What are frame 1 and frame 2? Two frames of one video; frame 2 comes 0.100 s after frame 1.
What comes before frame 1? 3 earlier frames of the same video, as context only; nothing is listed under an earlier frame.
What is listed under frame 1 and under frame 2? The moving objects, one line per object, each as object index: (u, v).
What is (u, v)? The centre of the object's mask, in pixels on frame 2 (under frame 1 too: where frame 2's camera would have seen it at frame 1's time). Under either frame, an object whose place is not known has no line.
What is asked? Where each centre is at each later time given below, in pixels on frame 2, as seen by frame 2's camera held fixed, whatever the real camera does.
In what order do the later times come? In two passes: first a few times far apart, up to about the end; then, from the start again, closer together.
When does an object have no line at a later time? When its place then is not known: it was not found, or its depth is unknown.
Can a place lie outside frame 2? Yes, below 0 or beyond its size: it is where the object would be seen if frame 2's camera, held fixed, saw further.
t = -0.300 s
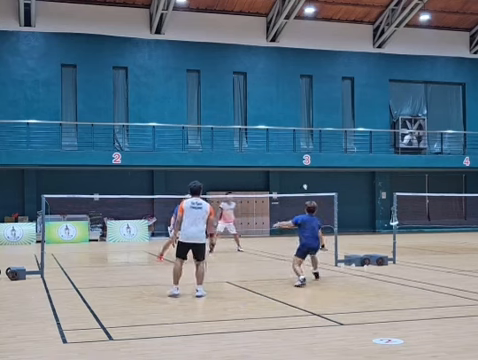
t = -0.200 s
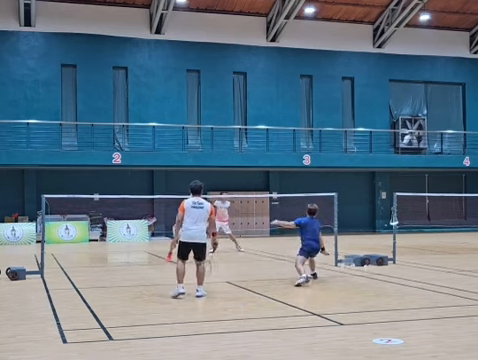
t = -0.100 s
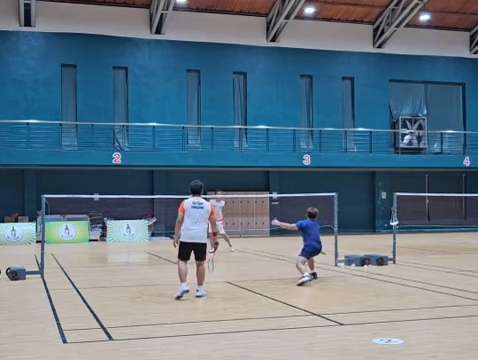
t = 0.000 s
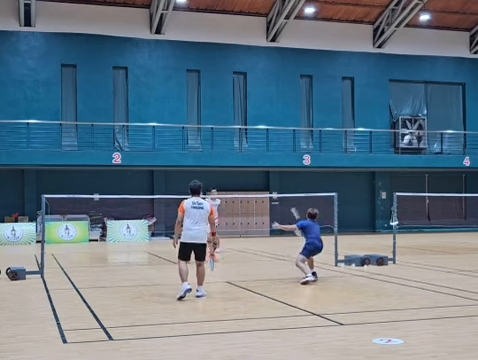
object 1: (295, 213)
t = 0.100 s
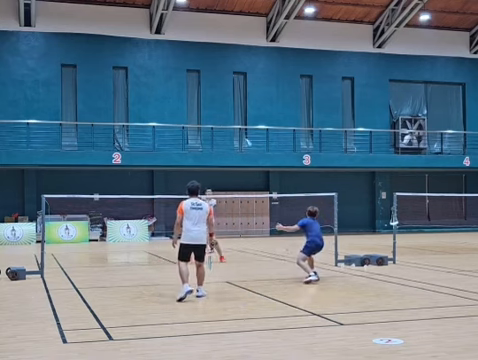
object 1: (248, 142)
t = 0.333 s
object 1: (190, 72)
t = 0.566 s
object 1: (158, 50)
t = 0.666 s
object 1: (148, 48)
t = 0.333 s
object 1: (190, 72)
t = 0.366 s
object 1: (184, 66)
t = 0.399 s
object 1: (180, 62)
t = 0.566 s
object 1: (158, 50)
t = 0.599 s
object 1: (155, 49)
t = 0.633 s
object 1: (151, 49)
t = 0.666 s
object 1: (148, 48)
